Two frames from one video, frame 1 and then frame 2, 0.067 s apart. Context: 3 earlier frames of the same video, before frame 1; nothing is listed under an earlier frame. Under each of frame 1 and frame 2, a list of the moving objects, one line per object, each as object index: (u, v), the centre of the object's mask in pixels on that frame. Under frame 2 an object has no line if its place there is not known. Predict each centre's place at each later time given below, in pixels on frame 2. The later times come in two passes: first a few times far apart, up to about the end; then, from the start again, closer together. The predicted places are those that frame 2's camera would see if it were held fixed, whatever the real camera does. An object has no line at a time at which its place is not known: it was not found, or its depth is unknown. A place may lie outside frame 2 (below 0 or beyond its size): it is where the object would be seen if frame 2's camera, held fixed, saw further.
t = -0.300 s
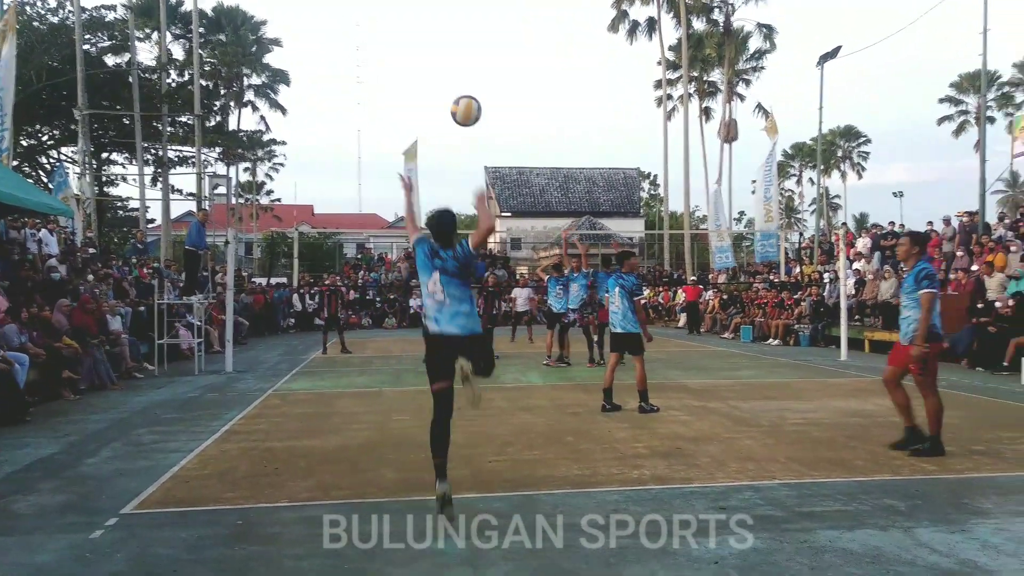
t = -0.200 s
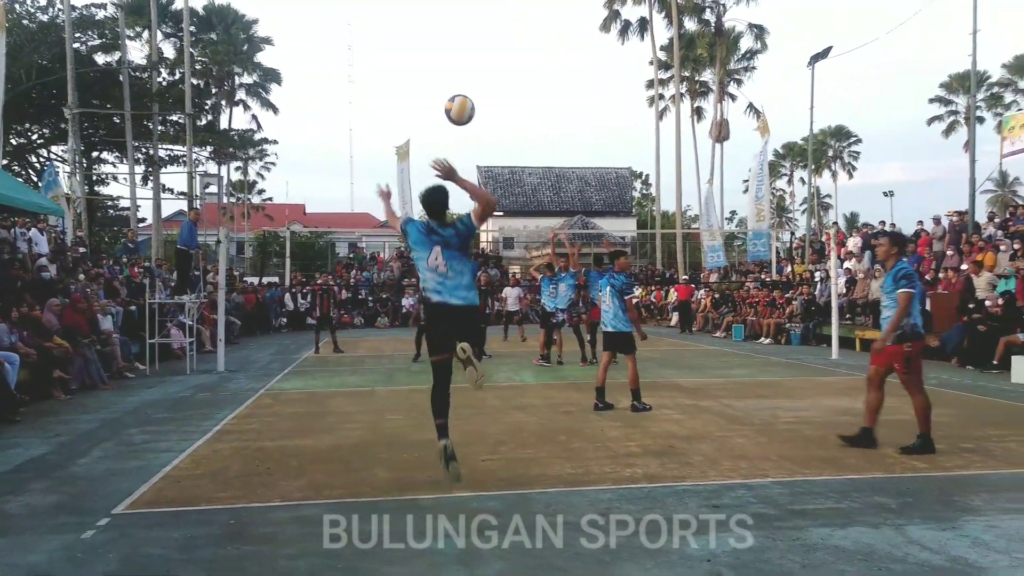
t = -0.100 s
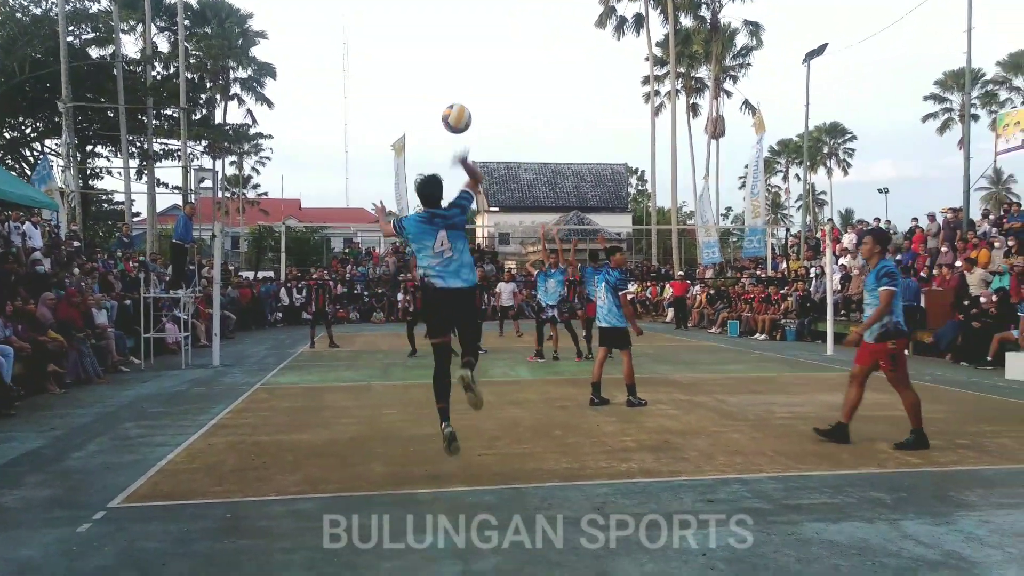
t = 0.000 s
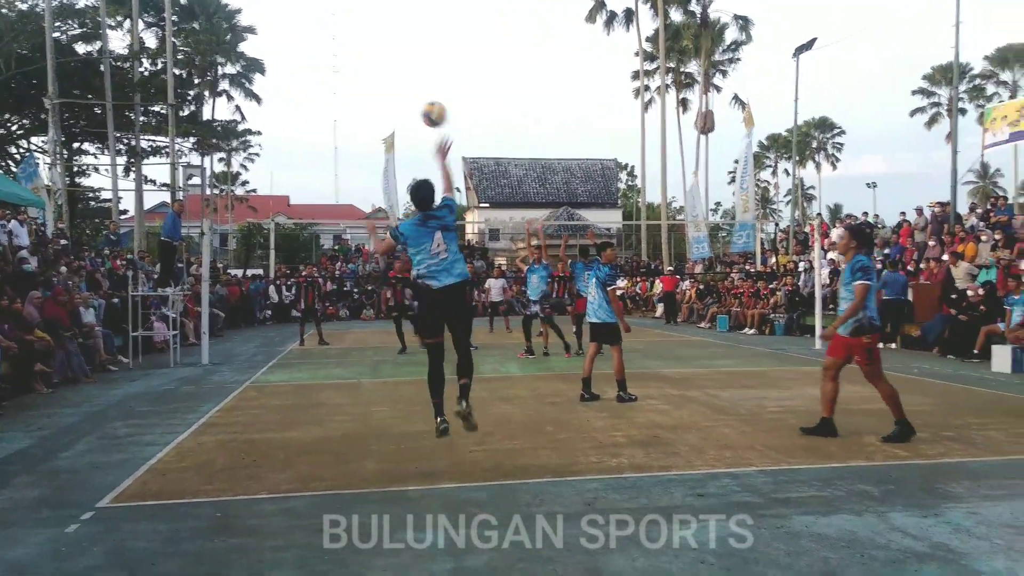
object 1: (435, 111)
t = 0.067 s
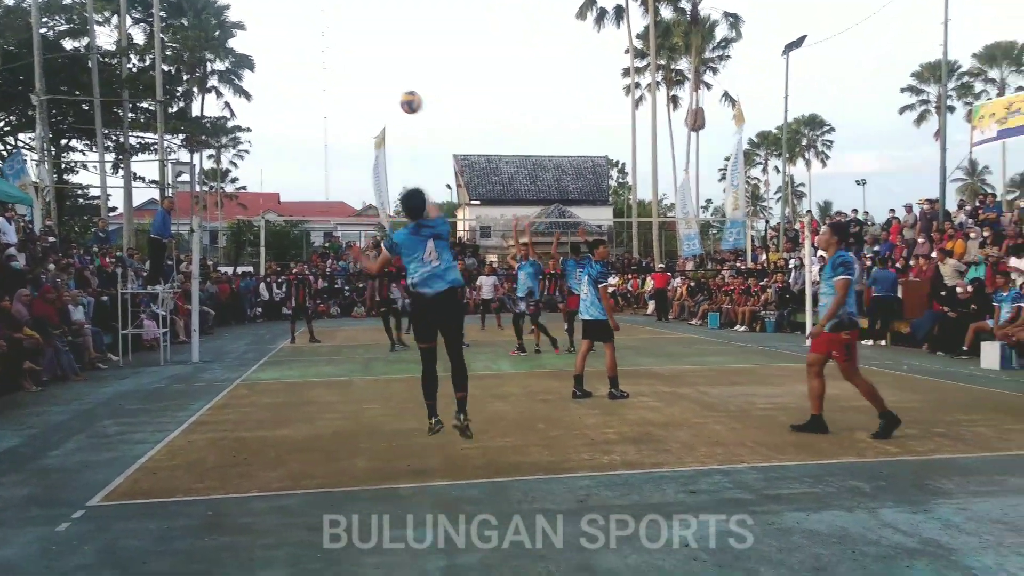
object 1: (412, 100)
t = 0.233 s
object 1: (390, 100)
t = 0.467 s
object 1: (369, 125)
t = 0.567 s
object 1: (363, 139)
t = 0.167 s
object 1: (396, 97)
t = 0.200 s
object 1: (393, 98)
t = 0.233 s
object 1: (390, 100)
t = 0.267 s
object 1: (386, 103)
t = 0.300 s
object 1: (383, 106)
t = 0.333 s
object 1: (379, 109)
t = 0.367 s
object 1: (376, 113)
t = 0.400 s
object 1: (374, 116)
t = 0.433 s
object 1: (371, 120)
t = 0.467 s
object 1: (369, 125)
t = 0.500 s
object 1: (367, 129)
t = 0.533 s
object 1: (365, 134)
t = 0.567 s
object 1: (363, 139)
